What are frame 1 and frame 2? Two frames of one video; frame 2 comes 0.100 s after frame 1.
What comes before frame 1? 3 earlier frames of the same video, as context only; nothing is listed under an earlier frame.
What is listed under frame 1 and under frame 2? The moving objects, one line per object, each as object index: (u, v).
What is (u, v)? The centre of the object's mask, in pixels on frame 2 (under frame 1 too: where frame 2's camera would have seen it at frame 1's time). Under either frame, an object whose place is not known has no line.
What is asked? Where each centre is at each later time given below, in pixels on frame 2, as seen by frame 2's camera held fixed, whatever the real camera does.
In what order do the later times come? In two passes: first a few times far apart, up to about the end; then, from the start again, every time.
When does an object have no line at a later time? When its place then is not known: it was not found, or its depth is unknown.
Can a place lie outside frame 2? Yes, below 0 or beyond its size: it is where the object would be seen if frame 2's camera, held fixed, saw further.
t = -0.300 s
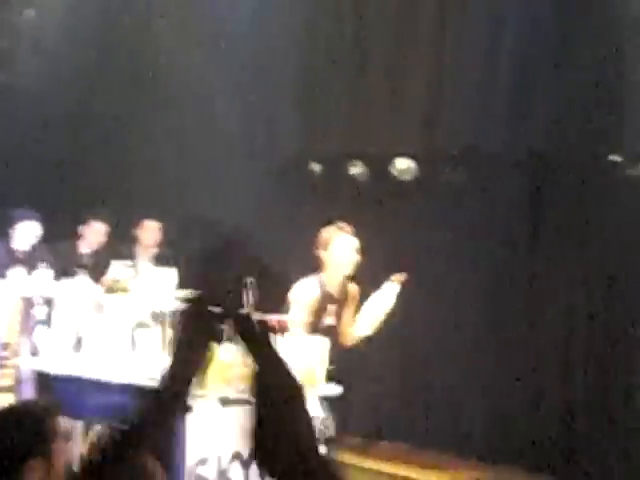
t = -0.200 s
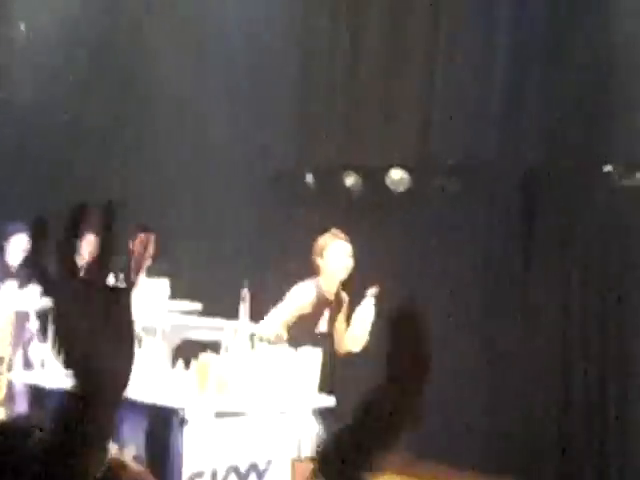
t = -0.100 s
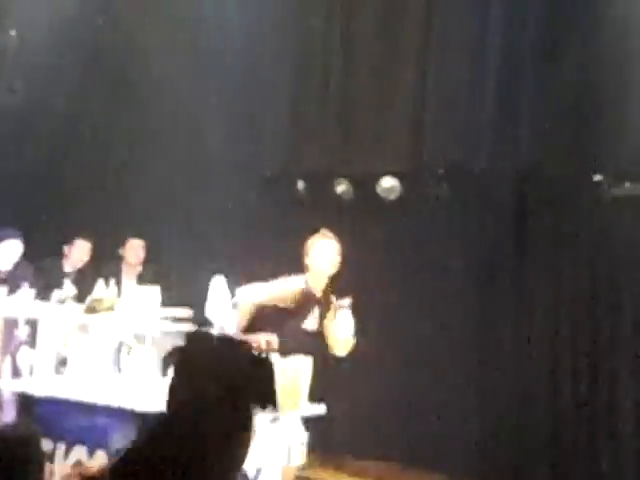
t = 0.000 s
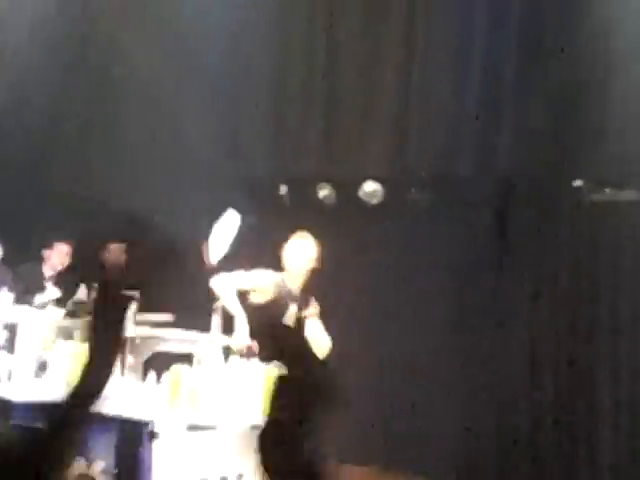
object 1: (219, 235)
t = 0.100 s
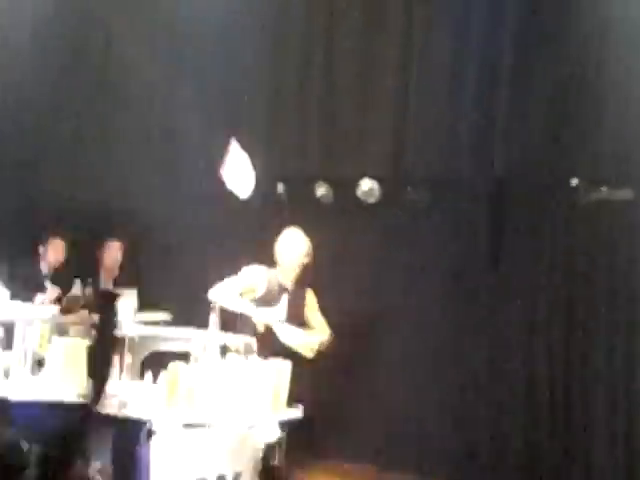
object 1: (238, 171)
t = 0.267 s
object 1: (268, 116)
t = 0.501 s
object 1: (308, 119)
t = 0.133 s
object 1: (245, 154)
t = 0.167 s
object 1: (251, 142)
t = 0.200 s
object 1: (257, 133)
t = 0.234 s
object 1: (264, 123)
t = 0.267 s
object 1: (268, 116)
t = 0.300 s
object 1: (274, 108)
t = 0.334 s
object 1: (281, 105)
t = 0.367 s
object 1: (286, 106)
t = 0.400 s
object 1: (291, 107)
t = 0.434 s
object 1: (297, 108)
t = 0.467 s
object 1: (302, 113)
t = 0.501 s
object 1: (308, 119)
